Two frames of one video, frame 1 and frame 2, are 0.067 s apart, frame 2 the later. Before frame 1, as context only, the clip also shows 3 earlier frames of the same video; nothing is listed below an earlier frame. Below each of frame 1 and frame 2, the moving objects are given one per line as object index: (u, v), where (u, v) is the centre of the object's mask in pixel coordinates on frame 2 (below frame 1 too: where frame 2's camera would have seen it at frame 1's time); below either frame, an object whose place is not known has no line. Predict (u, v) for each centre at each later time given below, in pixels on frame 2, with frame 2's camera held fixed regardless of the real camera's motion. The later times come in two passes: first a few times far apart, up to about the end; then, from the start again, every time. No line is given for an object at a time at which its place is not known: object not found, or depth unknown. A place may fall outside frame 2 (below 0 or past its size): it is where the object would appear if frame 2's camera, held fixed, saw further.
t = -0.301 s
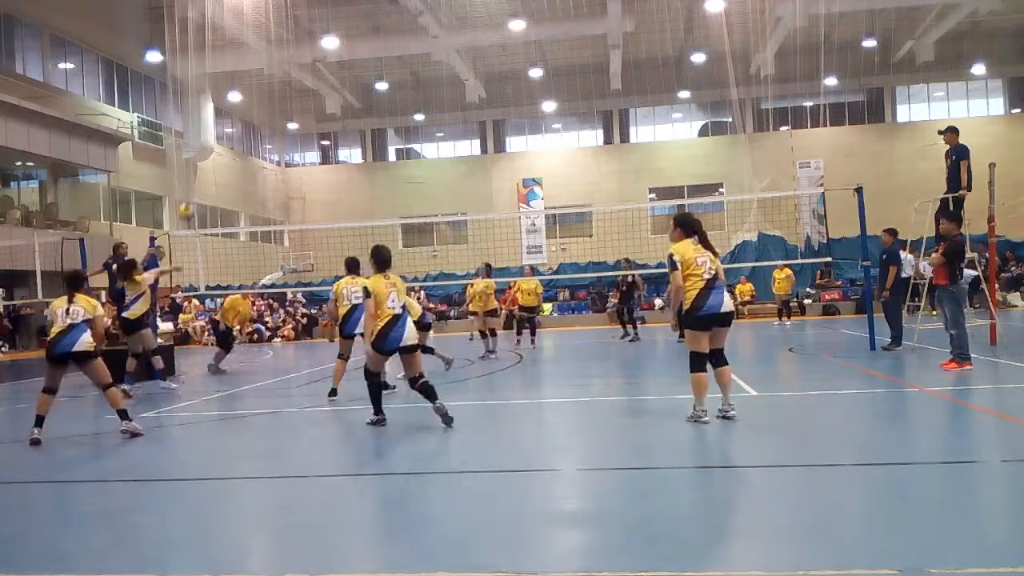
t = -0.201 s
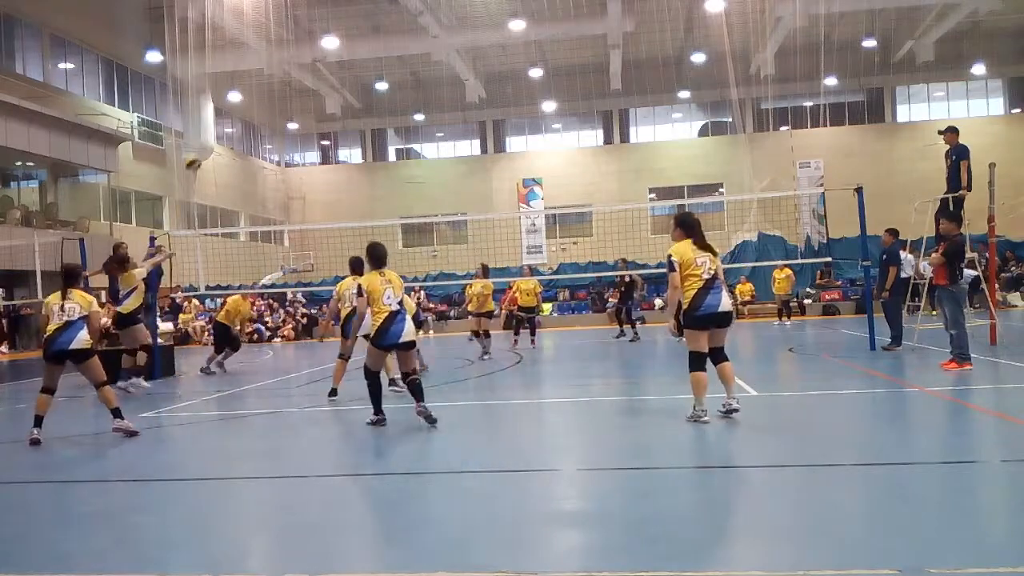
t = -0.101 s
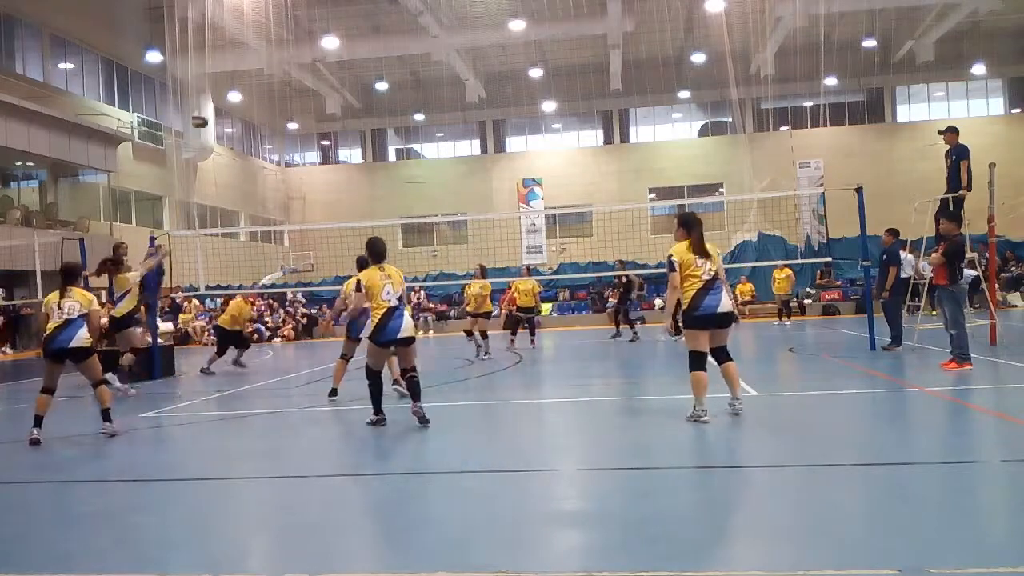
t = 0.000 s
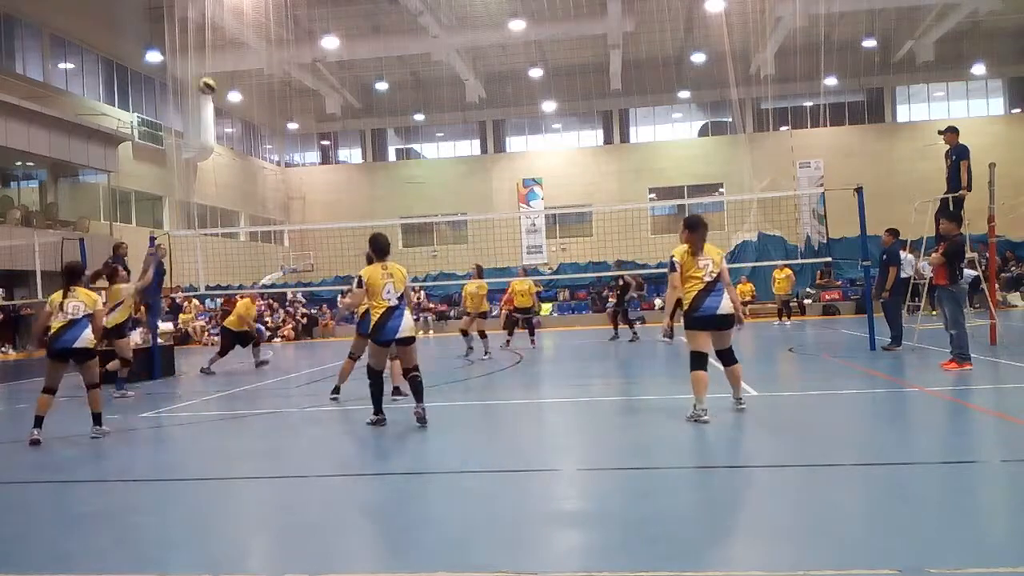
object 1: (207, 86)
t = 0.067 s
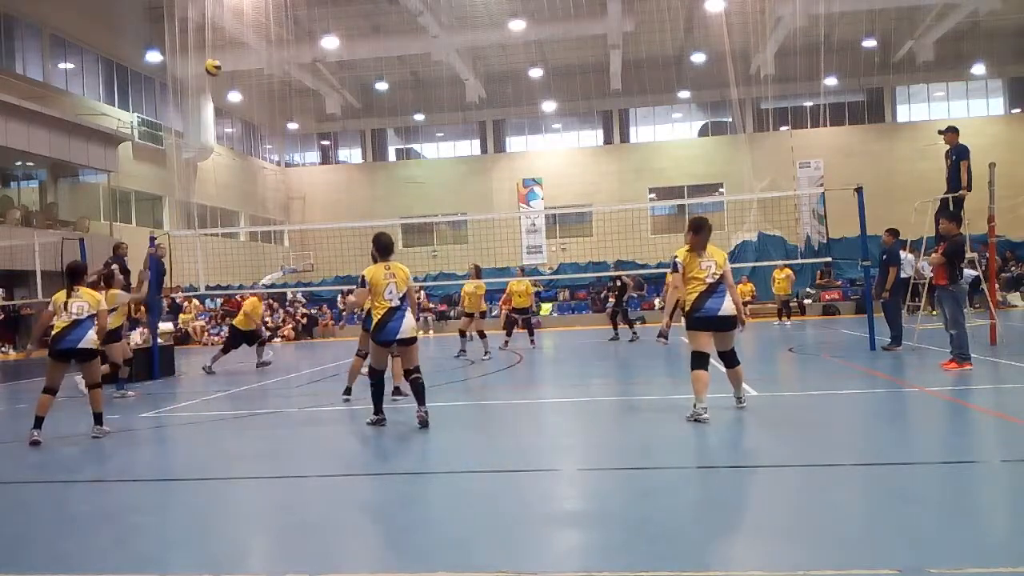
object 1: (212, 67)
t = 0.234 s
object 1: (227, 37)
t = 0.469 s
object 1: (247, 28)
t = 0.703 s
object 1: (271, 63)
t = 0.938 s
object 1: (296, 140)
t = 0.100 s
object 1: (215, 60)
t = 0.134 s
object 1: (218, 53)
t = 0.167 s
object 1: (221, 46)
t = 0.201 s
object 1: (224, 41)
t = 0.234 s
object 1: (227, 37)
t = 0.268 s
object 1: (230, 33)
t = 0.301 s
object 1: (232, 30)
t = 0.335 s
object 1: (234, 28)
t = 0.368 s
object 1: (238, 27)
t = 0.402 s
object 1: (241, 26)
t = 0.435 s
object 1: (244, 27)
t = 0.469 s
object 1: (247, 28)
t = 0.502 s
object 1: (251, 31)
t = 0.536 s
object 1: (254, 33)
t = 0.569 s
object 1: (258, 38)
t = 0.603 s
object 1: (261, 43)
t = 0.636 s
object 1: (264, 48)
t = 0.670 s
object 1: (267, 55)
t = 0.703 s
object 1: (271, 63)
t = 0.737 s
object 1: (274, 71)
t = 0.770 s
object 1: (277, 79)
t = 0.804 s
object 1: (282, 89)
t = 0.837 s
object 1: (285, 101)
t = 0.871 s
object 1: (288, 112)
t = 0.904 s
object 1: (291, 125)
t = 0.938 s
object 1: (296, 140)
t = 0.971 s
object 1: (300, 156)
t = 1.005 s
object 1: (304, 172)
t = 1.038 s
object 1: (308, 187)
